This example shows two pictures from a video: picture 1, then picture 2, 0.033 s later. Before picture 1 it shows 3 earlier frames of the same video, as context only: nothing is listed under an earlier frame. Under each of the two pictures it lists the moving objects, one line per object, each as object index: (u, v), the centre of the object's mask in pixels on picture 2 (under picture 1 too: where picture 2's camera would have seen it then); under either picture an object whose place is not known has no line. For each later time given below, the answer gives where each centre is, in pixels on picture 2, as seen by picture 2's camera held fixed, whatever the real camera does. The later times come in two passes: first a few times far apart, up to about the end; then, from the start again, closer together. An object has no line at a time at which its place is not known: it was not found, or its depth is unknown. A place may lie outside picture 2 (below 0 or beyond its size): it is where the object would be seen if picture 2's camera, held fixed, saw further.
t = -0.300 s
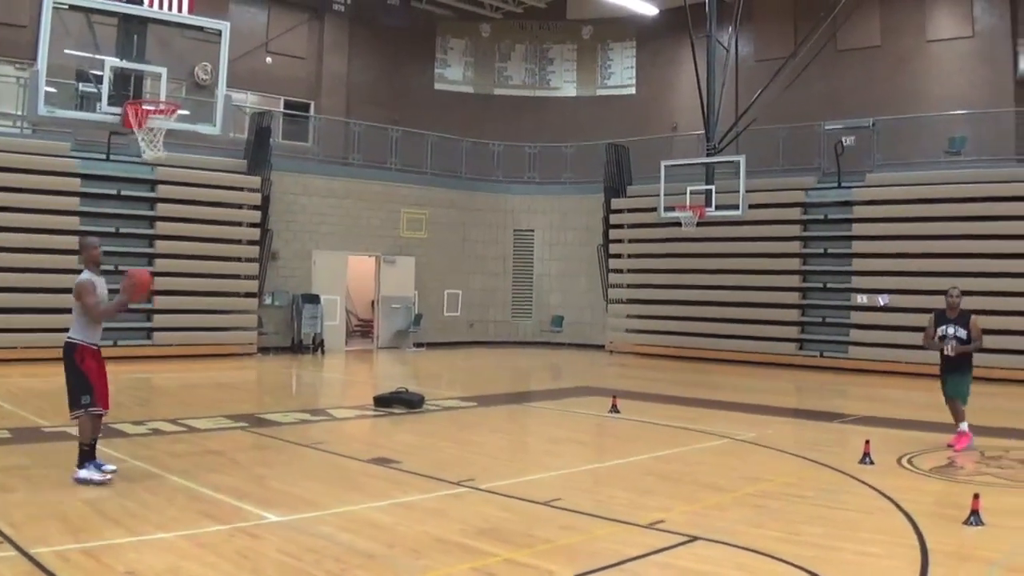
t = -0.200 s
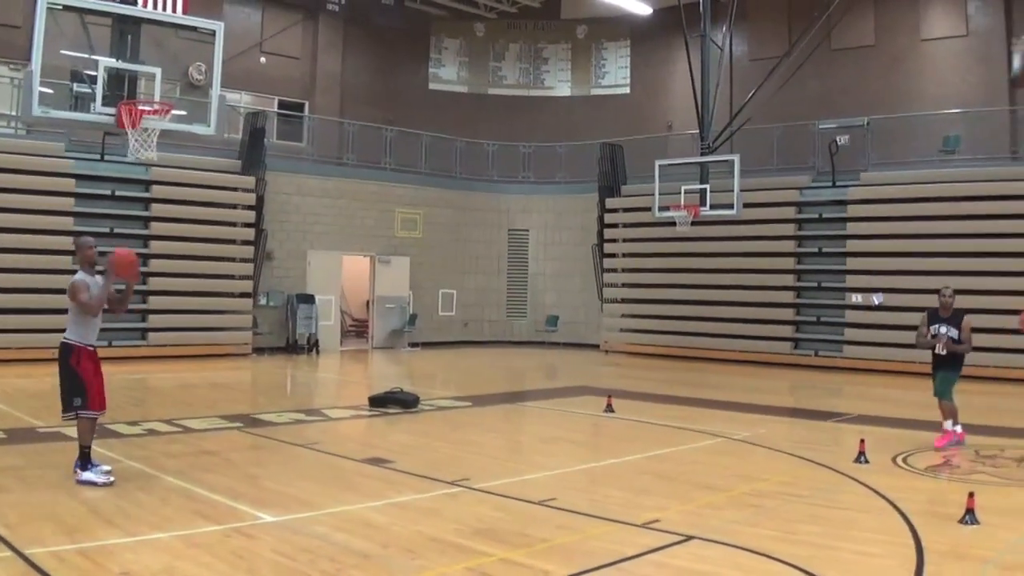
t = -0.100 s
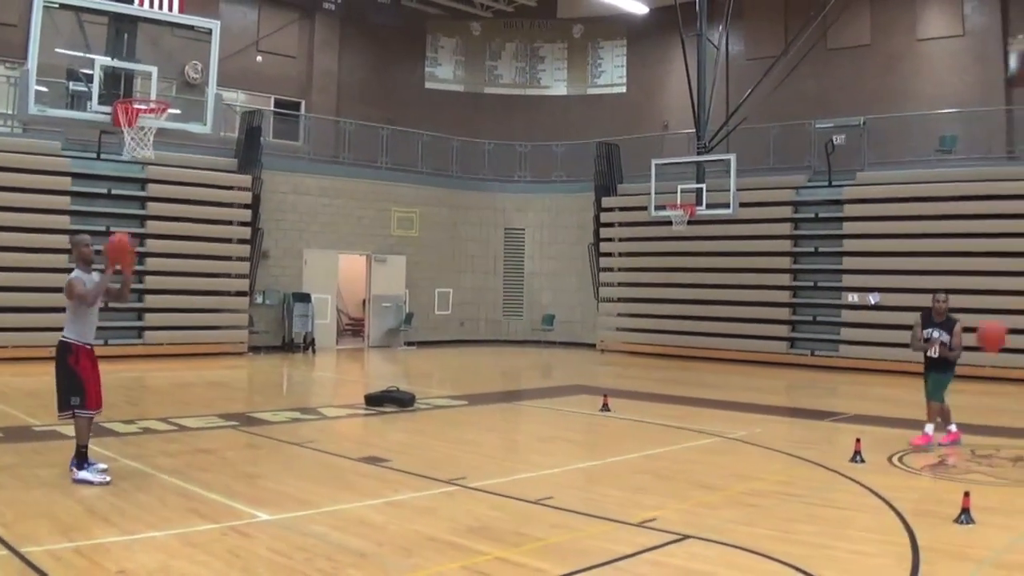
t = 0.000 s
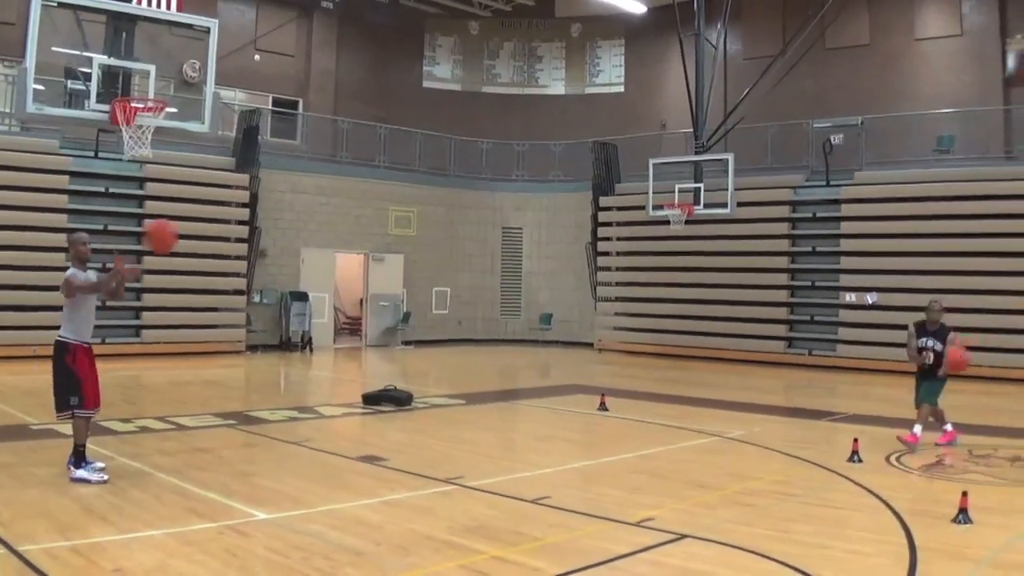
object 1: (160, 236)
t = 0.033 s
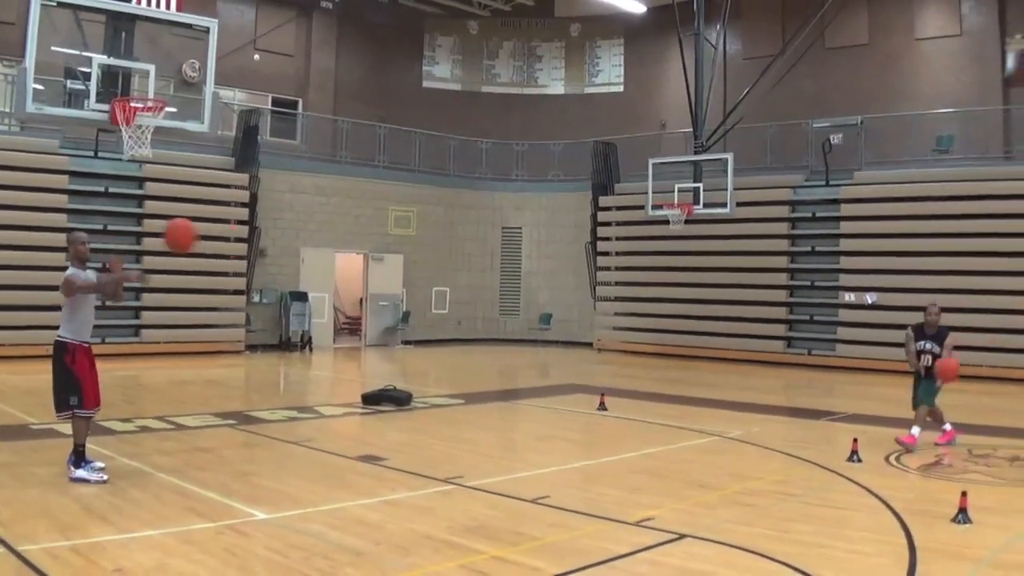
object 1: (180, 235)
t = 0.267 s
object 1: (345, 288)
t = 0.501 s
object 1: (608, 487)
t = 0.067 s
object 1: (199, 237)
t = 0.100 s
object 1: (222, 240)
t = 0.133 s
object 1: (243, 244)
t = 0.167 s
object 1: (267, 253)
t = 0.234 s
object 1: (317, 273)
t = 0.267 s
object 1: (345, 288)
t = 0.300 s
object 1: (379, 307)
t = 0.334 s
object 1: (411, 326)
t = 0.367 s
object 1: (446, 350)
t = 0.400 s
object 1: (482, 379)
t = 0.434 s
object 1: (523, 410)
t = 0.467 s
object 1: (563, 446)
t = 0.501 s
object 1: (608, 487)
